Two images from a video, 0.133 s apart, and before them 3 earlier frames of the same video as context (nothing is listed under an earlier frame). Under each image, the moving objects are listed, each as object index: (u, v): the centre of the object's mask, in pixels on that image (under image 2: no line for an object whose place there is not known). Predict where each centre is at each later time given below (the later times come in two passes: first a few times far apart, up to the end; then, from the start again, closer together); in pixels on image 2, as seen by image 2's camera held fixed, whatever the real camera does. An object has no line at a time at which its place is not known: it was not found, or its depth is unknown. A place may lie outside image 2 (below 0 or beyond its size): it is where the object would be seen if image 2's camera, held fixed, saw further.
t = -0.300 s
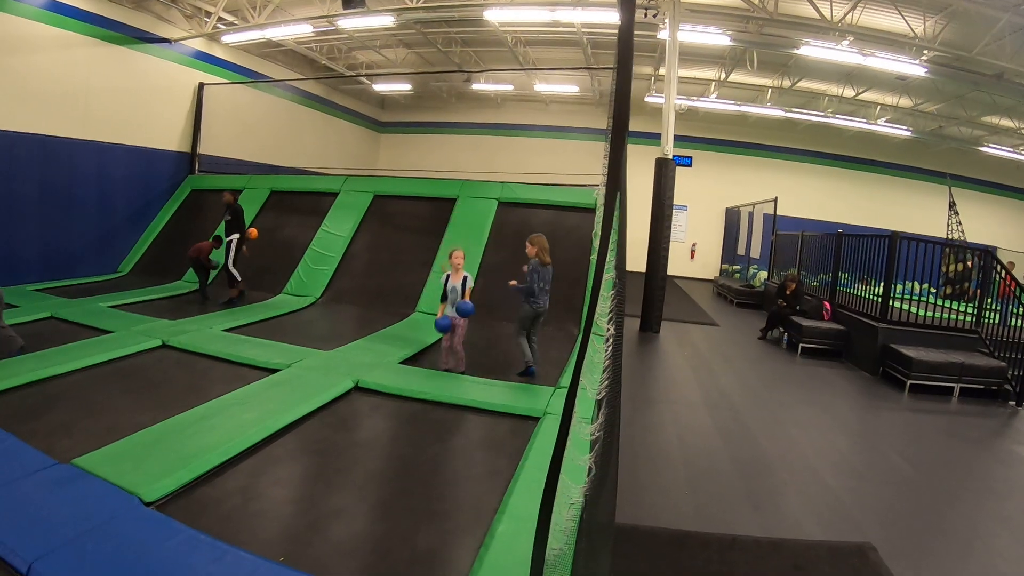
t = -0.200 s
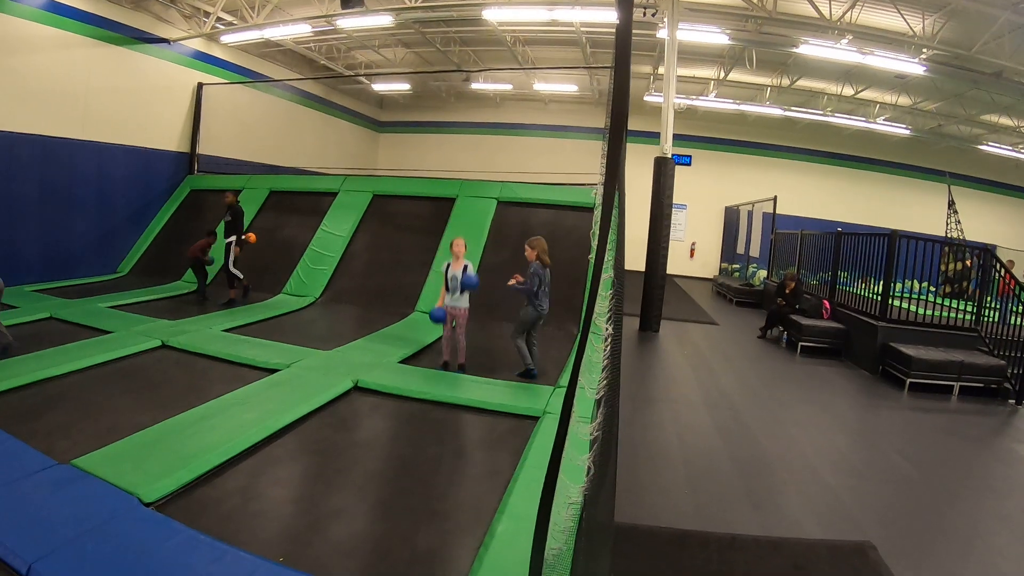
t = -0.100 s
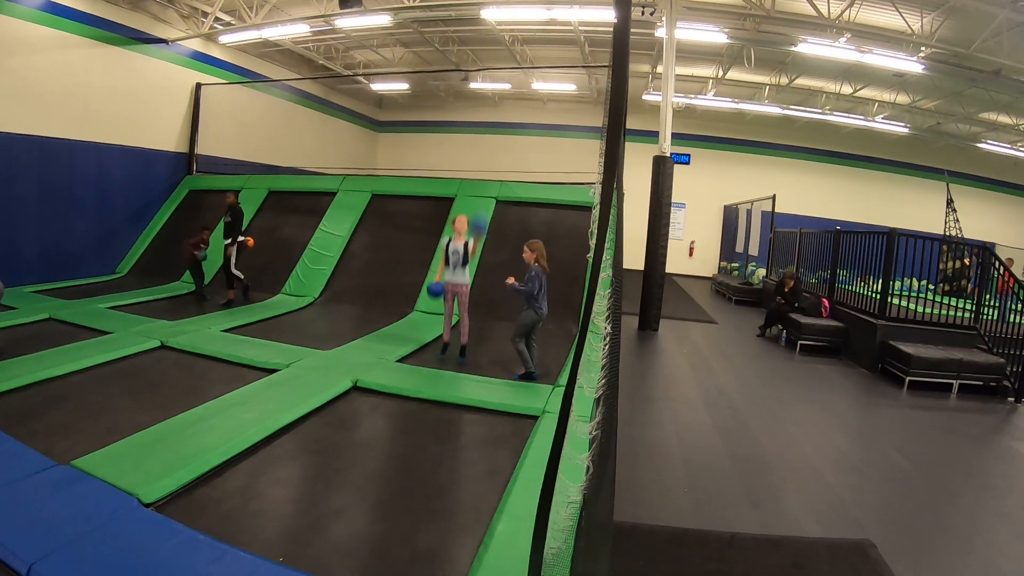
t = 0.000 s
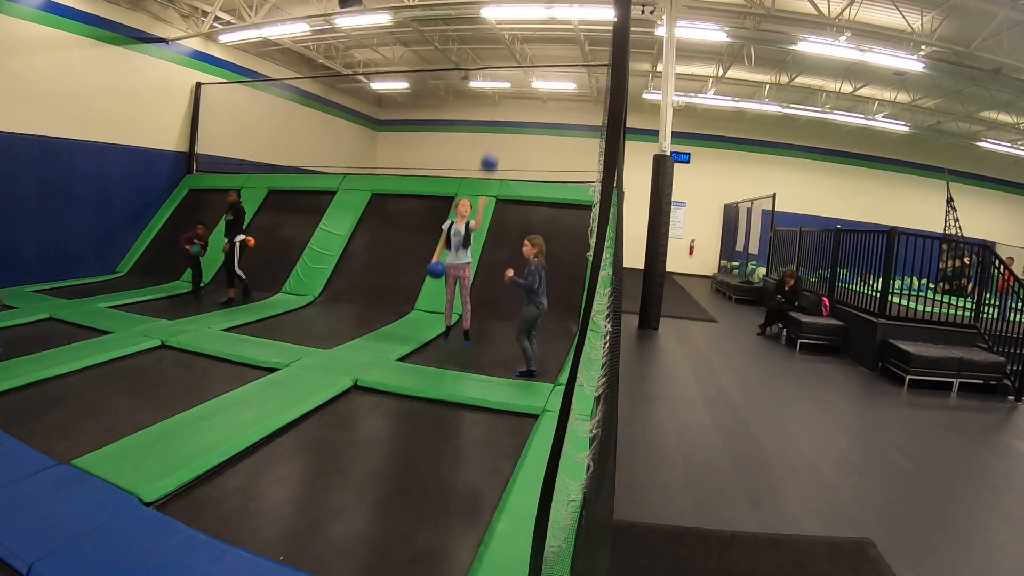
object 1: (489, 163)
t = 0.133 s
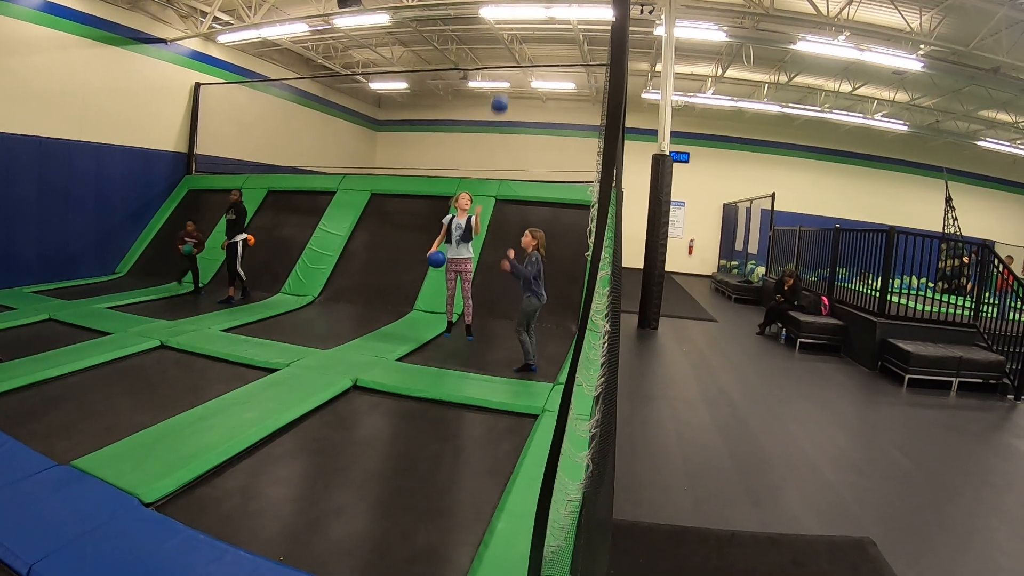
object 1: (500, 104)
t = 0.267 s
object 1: (507, 69)
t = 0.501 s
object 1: (517, 51)
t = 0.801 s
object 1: (520, 94)
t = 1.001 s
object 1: (520, 159)
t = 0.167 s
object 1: (502, 95)
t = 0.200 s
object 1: (504, 85)
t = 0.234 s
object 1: (506, 75)
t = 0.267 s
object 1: (507, 69)
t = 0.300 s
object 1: (509, 63)
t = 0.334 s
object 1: (511, 58)
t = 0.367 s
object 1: (513, 55)
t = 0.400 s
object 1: (514, 52)
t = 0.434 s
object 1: (515, 51)
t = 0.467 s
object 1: (516, 50)
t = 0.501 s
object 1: (517, 51)
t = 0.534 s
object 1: (518, 52)
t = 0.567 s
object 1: (518, 54)
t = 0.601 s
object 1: (519, 57)
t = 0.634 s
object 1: (519, 61)
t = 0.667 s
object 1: (519, 66)
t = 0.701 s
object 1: (519, 71)
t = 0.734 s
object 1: (519, 79)
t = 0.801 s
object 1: (520, 94)
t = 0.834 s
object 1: (520, 102)
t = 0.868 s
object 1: (520, 111)
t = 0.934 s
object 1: (521, 132)
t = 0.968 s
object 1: (520, 146)
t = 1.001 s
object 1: (520, 159)
